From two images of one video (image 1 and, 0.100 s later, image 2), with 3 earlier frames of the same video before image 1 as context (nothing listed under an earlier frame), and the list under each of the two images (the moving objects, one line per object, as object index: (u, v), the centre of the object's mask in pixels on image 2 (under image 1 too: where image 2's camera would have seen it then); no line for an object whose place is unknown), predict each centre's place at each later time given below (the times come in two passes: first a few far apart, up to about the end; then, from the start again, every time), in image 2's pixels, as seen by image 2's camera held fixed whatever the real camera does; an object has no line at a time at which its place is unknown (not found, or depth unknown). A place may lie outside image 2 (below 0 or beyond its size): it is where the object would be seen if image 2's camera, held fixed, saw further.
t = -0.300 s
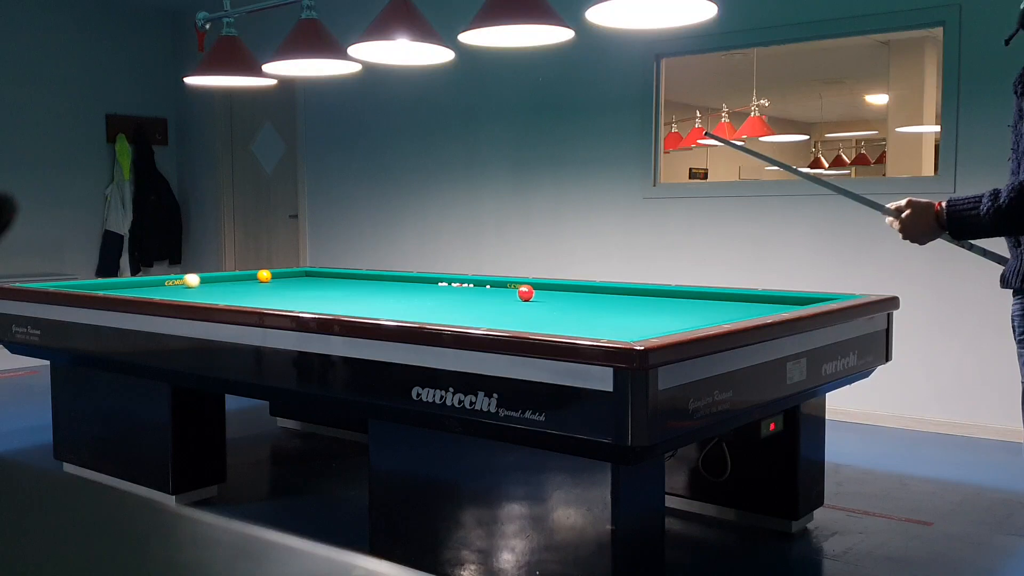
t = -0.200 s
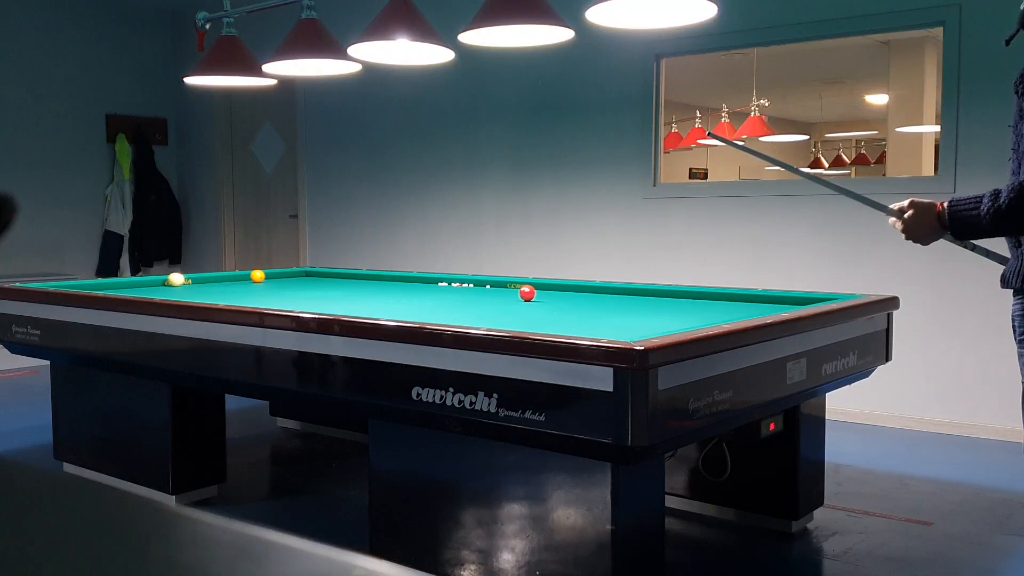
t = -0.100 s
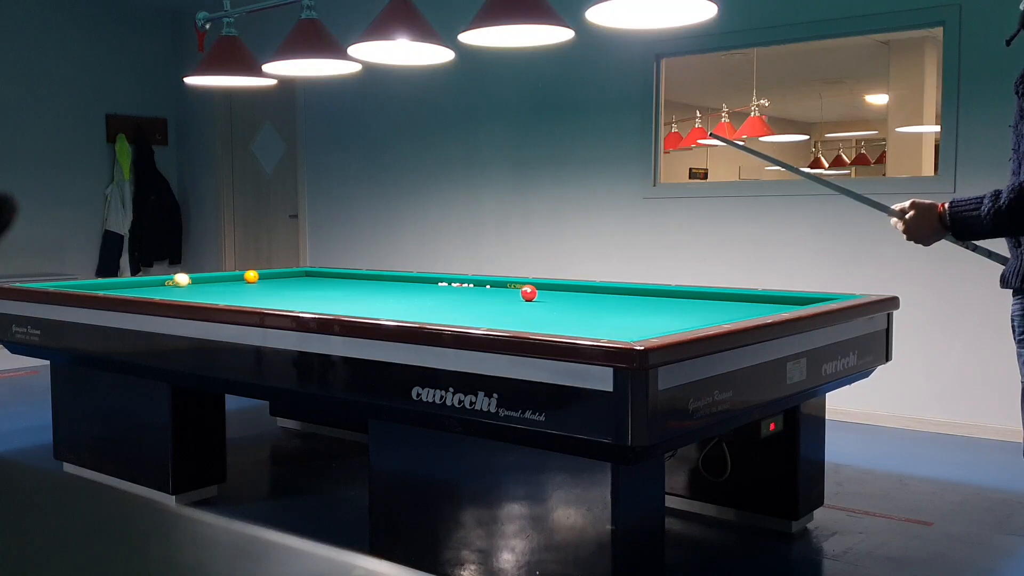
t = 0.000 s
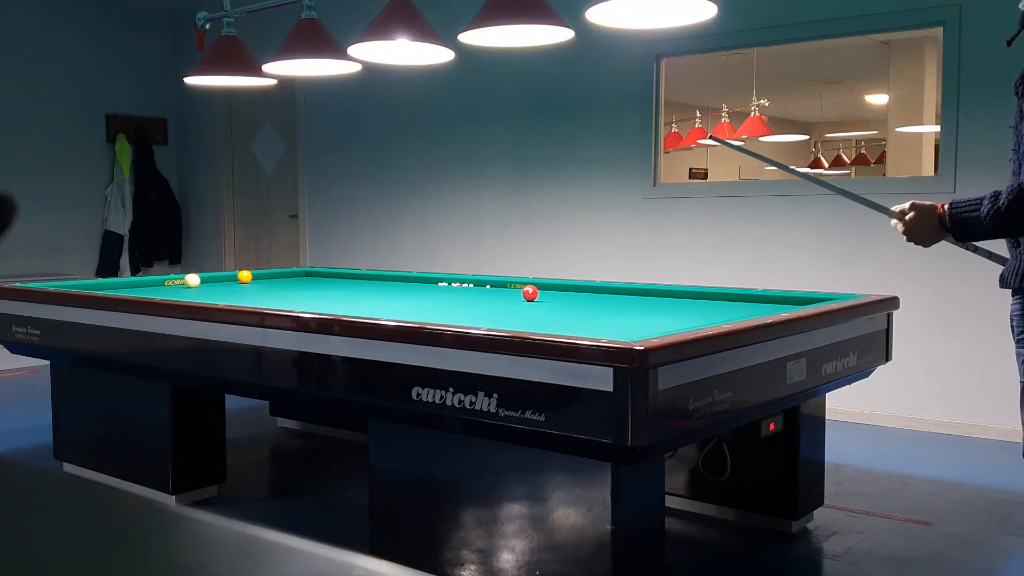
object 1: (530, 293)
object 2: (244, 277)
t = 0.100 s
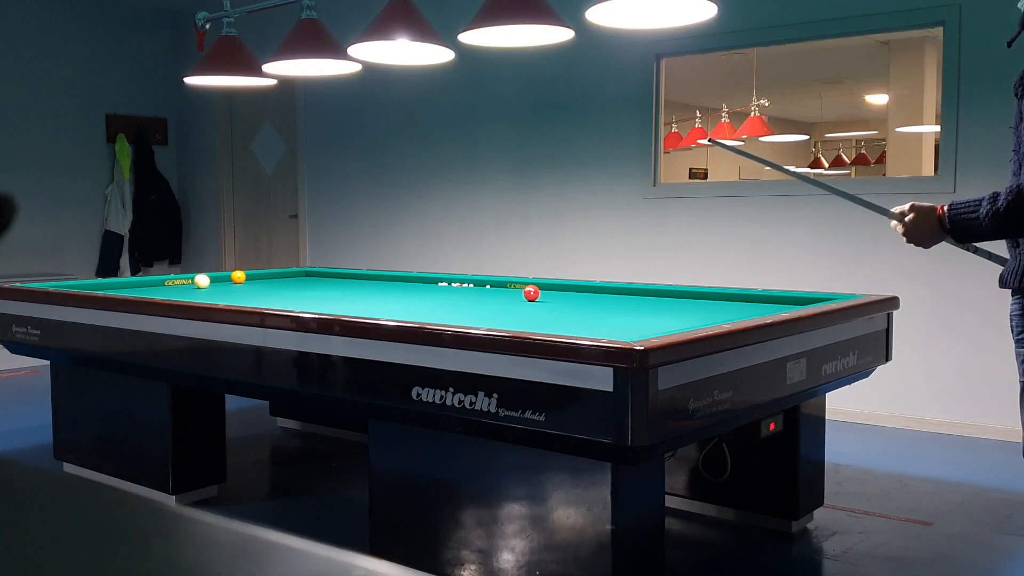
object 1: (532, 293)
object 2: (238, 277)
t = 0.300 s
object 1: (534, 293)
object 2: (227, 275)
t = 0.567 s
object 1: (537, 293)
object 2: (209, 278)
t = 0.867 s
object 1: (539, 293)
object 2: (191, 279)
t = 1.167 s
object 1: (540, 293)
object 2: (173, 280)
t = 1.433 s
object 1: (541, 294)
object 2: (157, 280)
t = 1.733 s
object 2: (140, 281)
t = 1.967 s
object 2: (129, 282)
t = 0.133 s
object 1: (532, 293)
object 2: (236, 277)
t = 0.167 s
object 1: (532, 293)
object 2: (234, 277)
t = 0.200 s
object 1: (532, 293)
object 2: (232, 277)
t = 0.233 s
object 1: (533, 293)
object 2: (230, 277)
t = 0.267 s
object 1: (534, 293)
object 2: (229, 277)
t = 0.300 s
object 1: (534, 293)
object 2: (227, 275)
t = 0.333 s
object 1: (534, 293)
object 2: (223, 274)
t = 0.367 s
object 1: (535, 293)
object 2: (220, 276)
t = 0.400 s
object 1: (535, 293)
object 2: (218, 277)
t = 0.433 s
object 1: (535, 293)
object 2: (217, 278)
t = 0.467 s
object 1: (536, 293)
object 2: (215, 278)
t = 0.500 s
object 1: (536, 293)
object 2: (213, 278)
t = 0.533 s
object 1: (536, 293)
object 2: (211, 278)
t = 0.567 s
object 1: (537, 293)
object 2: (209, 278)
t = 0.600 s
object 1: (537, 293)
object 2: (207, 278)
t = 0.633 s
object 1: (537, 293)
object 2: (205, 278)
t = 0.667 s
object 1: (538, 293)
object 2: (203, 278)
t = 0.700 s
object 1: (538, 293)
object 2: (201, 279)
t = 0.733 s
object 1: (538, 293)
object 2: (199, 279)
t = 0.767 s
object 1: (538, 293)
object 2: (197, 279)
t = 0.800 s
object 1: (538, 293)
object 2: (195, 279)
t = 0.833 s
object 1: (538, 293)
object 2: (193, 279)
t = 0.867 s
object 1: (539, 293)
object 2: (191, 279)
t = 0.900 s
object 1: (539, 293)
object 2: (189, 279)
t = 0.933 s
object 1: (539, 293)
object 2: (187, 279)
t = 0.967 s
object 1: (539, 293)
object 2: (185, 279)
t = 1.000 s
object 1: (540, 293)
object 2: (183, 279)
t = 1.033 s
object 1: (540, 293)
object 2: (181, 279)
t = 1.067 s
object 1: (540, 293)
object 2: (179, 279)
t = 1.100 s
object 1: (540, 293)
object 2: (177, 280)
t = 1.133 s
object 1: (540, 293)
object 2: (175, 280)
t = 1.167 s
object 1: (540, 293)
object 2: (173, 280)
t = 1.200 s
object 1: (540, 293)
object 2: (171, 280)
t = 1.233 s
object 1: (540, 293)
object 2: (169, 280)
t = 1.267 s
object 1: (541, 293)
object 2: (167, 280)
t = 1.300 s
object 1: (541, 293)
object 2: (165, 280)
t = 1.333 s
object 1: (541, 293)
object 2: (163, 280)
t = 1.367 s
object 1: (541, 293)
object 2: (161, 280)
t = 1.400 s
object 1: (541, 294)
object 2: (159, 280)
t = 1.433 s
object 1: (541, 294)
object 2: (157, 280)
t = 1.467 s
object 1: (541, 293)
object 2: (155, 280)
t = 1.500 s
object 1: (541, 293)
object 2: (154, 281)
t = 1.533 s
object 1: (541, 293)
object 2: (152, 281)
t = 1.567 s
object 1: (541, 294)
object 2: (150, 281)
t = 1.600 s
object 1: (542, 294)
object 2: (148, 281)
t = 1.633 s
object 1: (542, 294)
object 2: (146, 281)
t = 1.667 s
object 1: (542, 293)
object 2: (144, 281)
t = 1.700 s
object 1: (542, 294)
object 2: (142, 281)
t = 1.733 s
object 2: (140, 281)
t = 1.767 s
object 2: (139, 281)
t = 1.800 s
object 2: (137, 282)
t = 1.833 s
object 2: (135, 282)
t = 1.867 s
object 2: (133, 282)
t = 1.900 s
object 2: (132, 282)
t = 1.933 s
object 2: (131, 282)
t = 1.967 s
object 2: (129, 282)
